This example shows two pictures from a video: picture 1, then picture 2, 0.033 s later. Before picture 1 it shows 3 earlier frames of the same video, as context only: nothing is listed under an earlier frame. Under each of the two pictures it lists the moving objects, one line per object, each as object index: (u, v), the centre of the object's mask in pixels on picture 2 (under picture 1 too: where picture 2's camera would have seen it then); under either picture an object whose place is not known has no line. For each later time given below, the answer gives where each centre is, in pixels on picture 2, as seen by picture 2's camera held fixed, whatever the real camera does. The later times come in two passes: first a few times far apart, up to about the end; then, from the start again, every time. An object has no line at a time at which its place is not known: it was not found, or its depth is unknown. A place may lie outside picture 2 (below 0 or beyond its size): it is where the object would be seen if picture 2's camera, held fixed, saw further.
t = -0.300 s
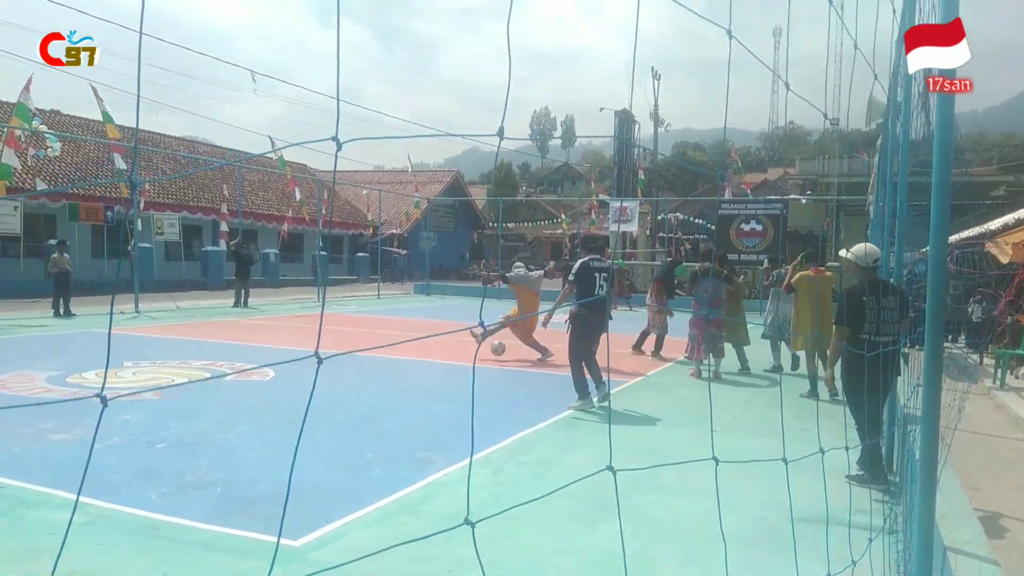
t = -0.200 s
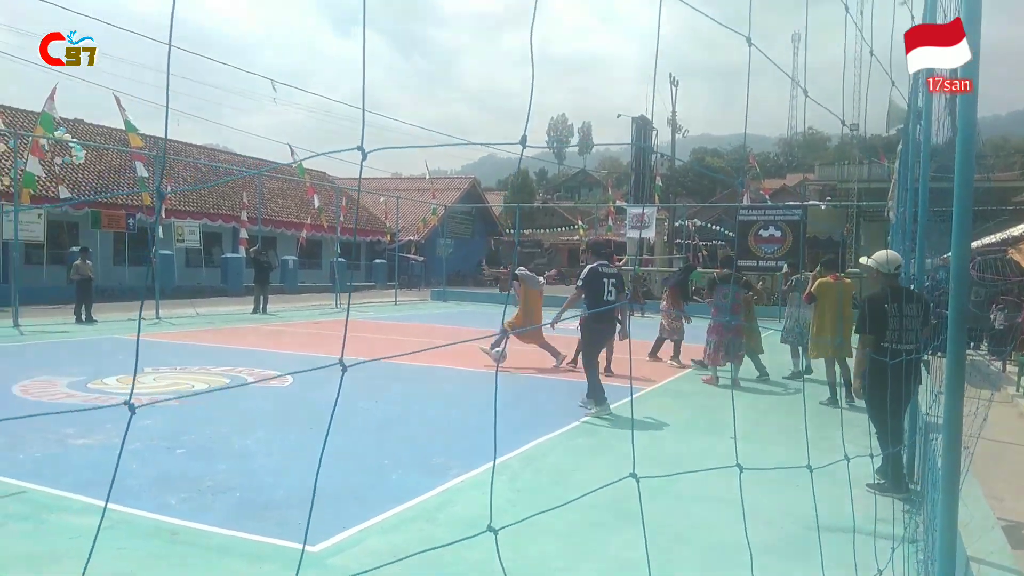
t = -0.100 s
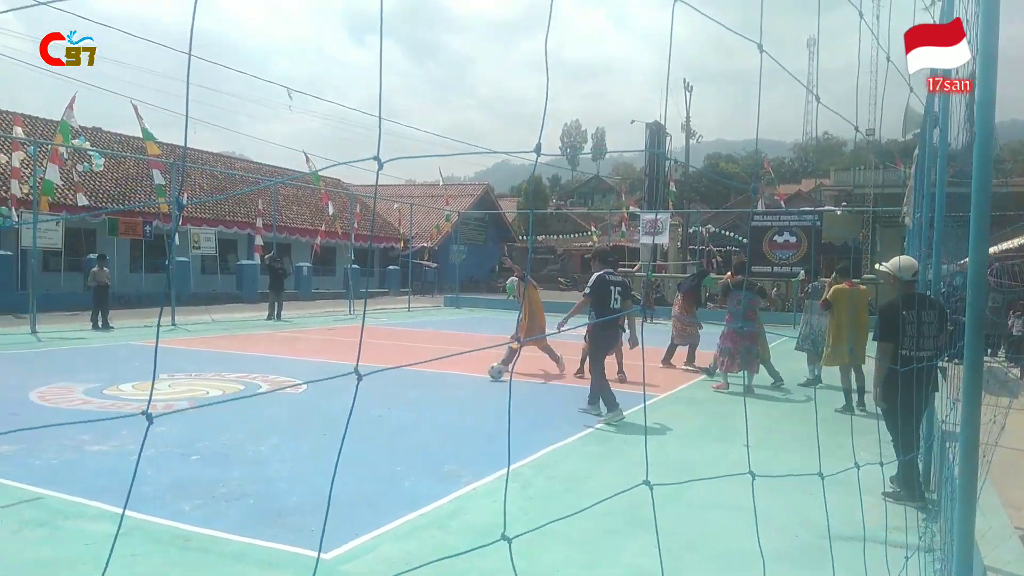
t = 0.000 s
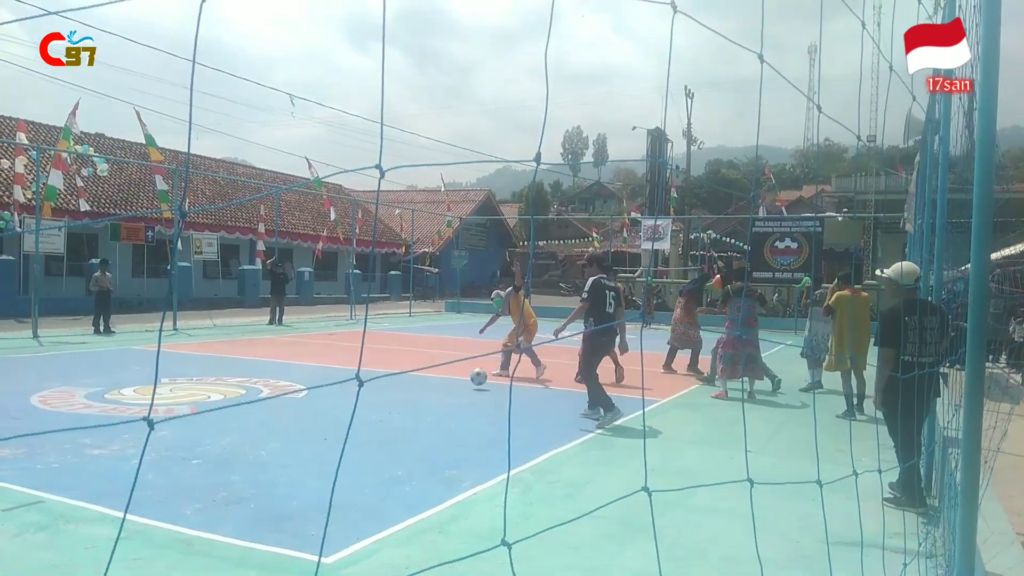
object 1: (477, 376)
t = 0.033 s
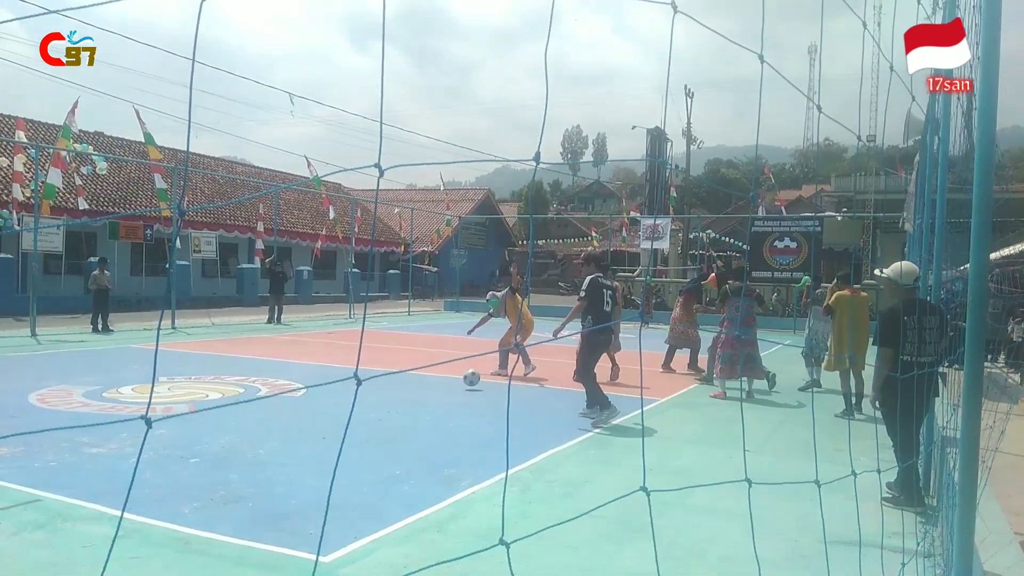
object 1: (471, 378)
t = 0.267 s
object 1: (432, 379)
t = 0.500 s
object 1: (393, 393)
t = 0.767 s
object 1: (347, 402)
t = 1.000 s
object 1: (309, 414)
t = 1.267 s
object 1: (266, 440)
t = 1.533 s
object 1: (223, 435)
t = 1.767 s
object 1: (186, 460)
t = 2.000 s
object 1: (150, 481)
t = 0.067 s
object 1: (466, 380)
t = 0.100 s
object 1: (459, 384)
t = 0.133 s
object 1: (454, 381)
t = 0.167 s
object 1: (448, 379)
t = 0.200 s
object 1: (442, 377)
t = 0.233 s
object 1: (437, 378)
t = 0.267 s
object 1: (432, 379)
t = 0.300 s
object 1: (426, 380)
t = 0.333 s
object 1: (420, 384)
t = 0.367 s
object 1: (415, 388)
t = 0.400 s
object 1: (410, 393)
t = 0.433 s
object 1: (404, 393)
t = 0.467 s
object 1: (398, 392)
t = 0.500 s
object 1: (393, 393)
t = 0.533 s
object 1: (388, 394)
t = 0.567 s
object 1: (382, 397)
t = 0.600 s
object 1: (376, 400)
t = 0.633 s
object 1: (371, 407)
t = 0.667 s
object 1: (367, 404)
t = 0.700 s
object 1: (360, 402)
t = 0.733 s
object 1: (353, 401)
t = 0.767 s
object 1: (347, 402)
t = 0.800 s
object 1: (342, 404)
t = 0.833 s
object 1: (337, 407)
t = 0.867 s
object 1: (331, 412)
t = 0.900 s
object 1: (325, 417)
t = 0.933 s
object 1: (319, 421)
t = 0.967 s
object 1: (314, 417)
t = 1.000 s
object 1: (309, 414)
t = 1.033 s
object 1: (304, 412)
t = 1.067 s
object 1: (298, 411)
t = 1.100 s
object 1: (292, 413)
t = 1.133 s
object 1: (288, 416)
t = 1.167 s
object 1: (283, 419)
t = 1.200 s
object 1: (277, 424)
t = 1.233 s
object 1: (271, 431)
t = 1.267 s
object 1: (266, 440)
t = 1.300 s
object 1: (261, 440)
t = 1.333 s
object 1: (256, 436)
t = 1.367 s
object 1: (251, 431)
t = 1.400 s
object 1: (245, 428)
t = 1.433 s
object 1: (239, 428)
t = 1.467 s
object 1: (233, 428)
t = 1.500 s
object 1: (228, 431)
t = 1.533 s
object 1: (223, 435)
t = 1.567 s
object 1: (217, 440)
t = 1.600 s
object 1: (211, 447)
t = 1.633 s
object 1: (205, 456)
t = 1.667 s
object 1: (199, 467)
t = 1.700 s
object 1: (194, 469)
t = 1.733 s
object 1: (190, 464)
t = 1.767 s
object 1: (186, 460)
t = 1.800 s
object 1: (181, 457)
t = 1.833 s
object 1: (176, 456)
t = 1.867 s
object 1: (170, 457)
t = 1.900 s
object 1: (165, 460)
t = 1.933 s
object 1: (160, 465)
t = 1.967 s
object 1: (155, 472)
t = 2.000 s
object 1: (150, 481)
